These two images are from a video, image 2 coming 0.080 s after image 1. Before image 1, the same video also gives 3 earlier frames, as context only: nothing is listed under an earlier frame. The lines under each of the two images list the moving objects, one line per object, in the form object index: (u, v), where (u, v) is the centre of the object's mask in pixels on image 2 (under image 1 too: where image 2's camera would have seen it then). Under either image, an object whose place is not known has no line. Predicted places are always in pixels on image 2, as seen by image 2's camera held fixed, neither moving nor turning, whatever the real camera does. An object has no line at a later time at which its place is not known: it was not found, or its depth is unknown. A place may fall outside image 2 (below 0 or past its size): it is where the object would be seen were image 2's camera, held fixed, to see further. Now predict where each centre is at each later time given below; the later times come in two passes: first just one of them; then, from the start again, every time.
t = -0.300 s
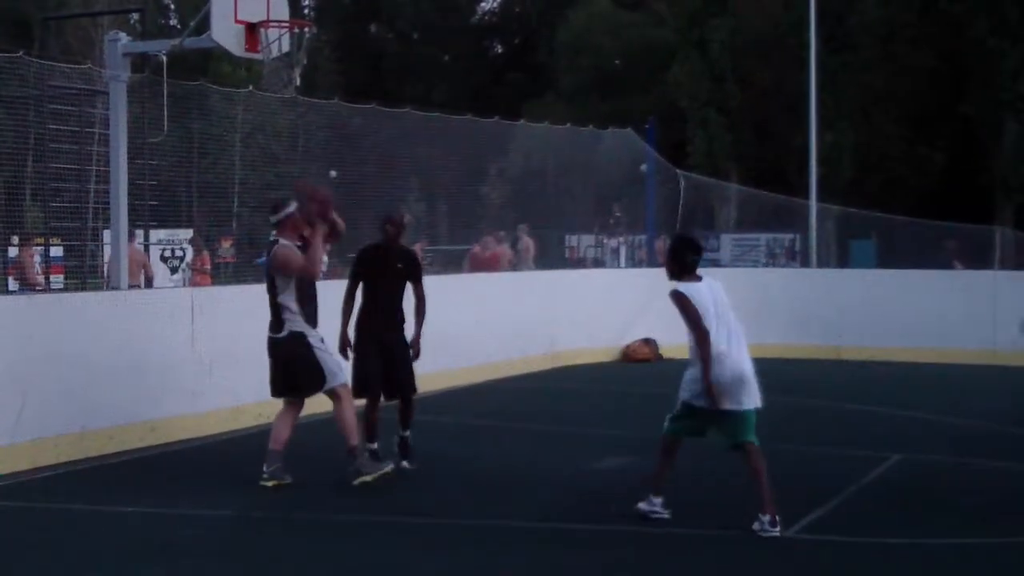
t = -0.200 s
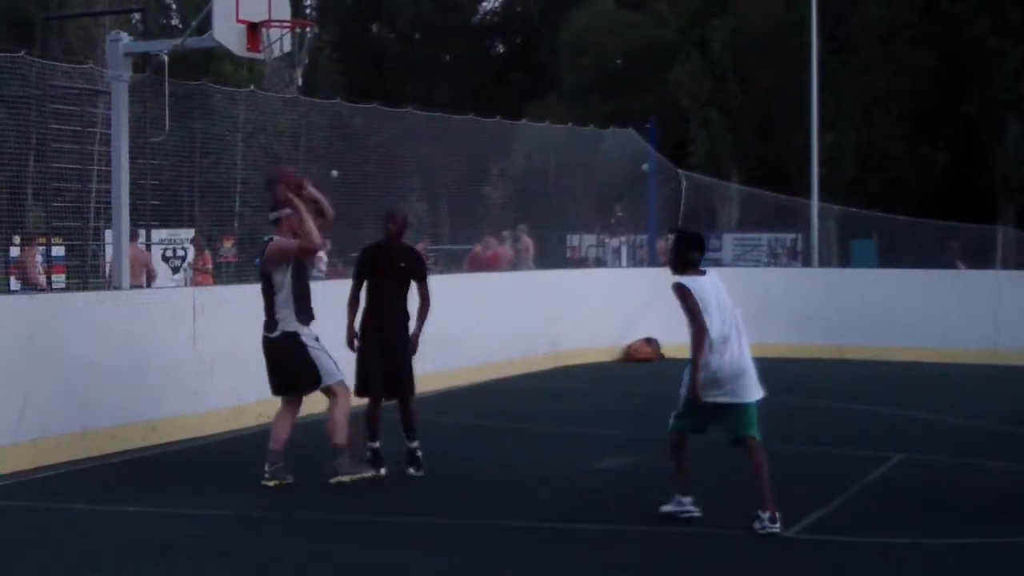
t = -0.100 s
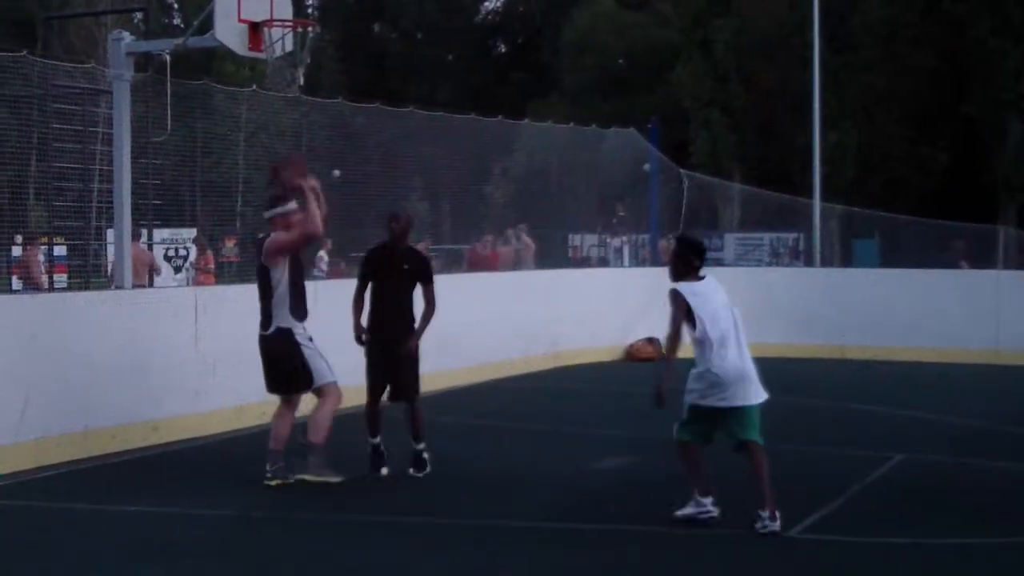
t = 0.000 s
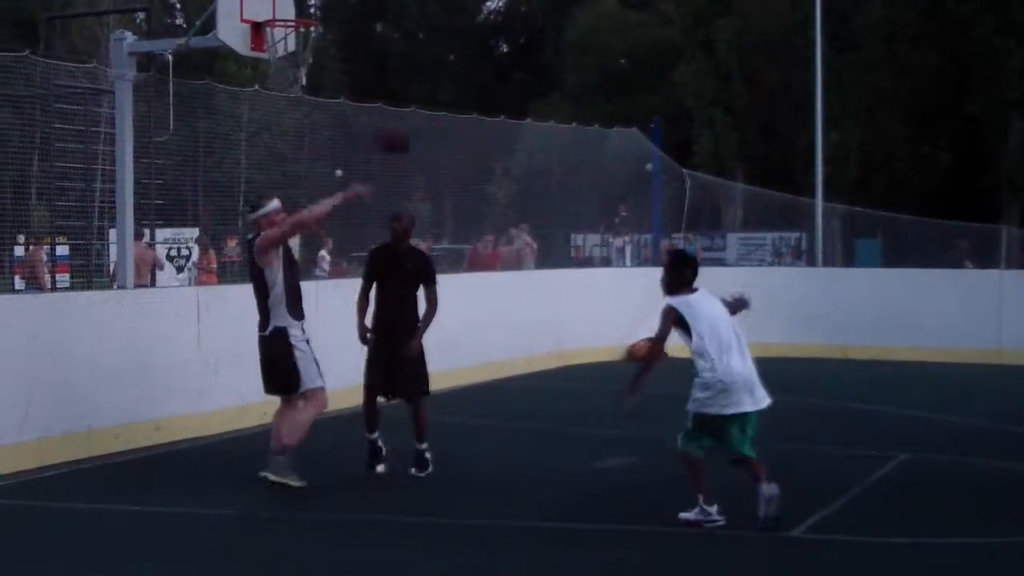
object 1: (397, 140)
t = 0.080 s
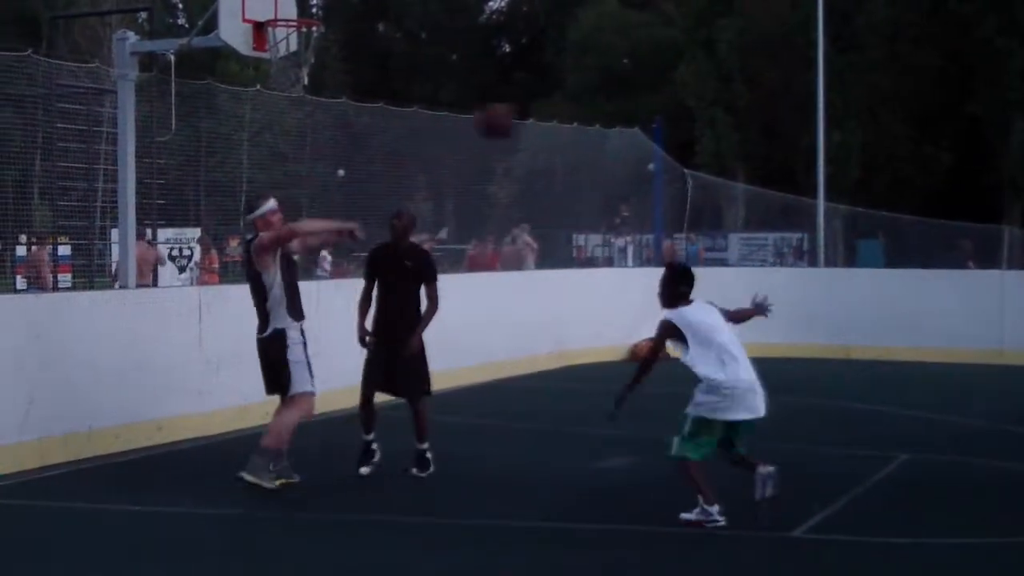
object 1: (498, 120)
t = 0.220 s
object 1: (665, 114)
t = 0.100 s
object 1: (522, 117)
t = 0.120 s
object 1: (546, 115)
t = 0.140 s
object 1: (570, 115)
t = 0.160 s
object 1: (594, 114)
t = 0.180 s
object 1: (617, 115)
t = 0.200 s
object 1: (640, 115)
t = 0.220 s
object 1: (665, 114)
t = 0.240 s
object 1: (687, 115)
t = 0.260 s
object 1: (711, 120)
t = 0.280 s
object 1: (733, 120)
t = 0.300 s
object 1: (754, 125)
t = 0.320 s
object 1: (778, 128)
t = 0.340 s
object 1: (798, 133)
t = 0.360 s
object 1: (819, 144)
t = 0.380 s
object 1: (839, 148)
